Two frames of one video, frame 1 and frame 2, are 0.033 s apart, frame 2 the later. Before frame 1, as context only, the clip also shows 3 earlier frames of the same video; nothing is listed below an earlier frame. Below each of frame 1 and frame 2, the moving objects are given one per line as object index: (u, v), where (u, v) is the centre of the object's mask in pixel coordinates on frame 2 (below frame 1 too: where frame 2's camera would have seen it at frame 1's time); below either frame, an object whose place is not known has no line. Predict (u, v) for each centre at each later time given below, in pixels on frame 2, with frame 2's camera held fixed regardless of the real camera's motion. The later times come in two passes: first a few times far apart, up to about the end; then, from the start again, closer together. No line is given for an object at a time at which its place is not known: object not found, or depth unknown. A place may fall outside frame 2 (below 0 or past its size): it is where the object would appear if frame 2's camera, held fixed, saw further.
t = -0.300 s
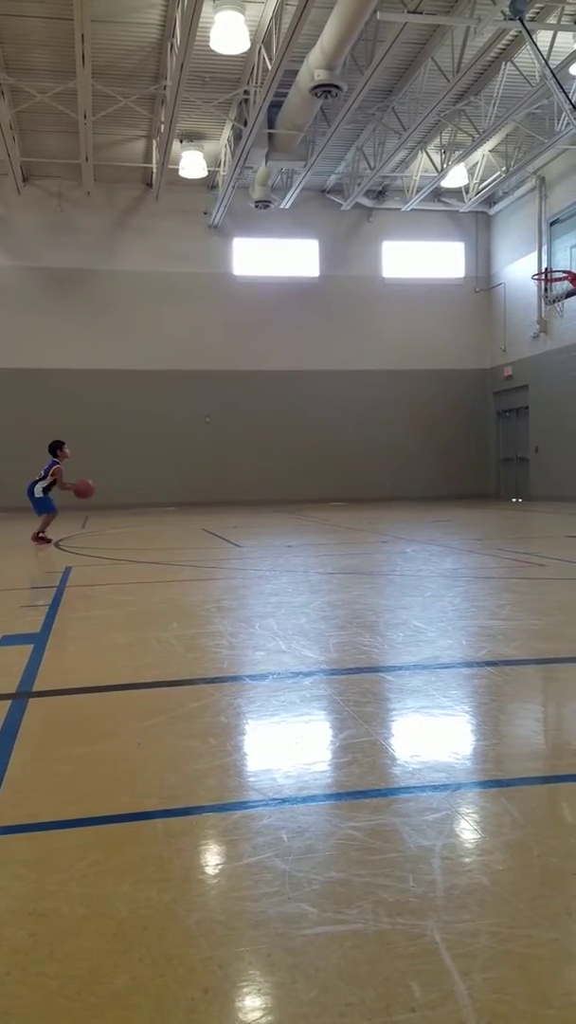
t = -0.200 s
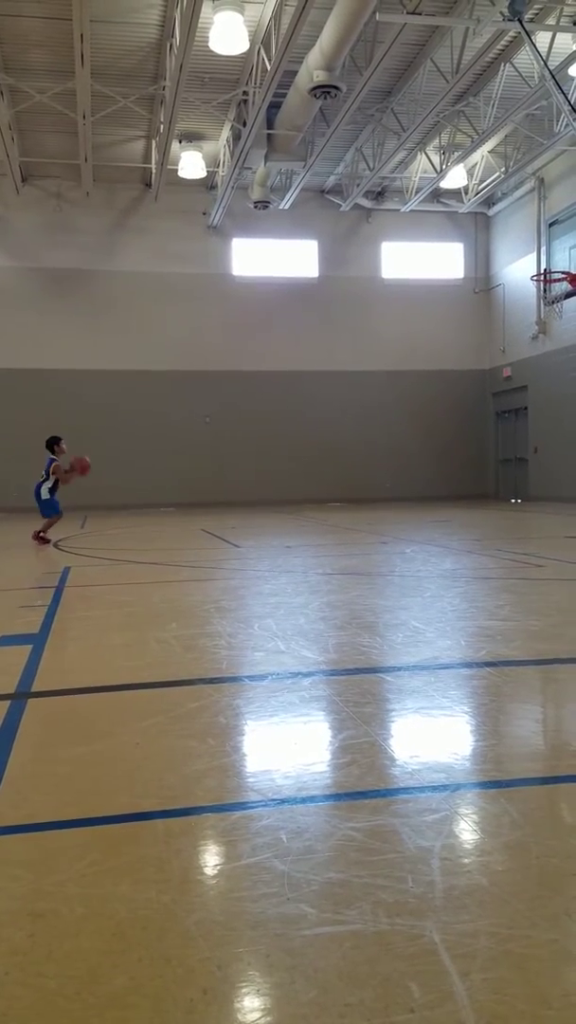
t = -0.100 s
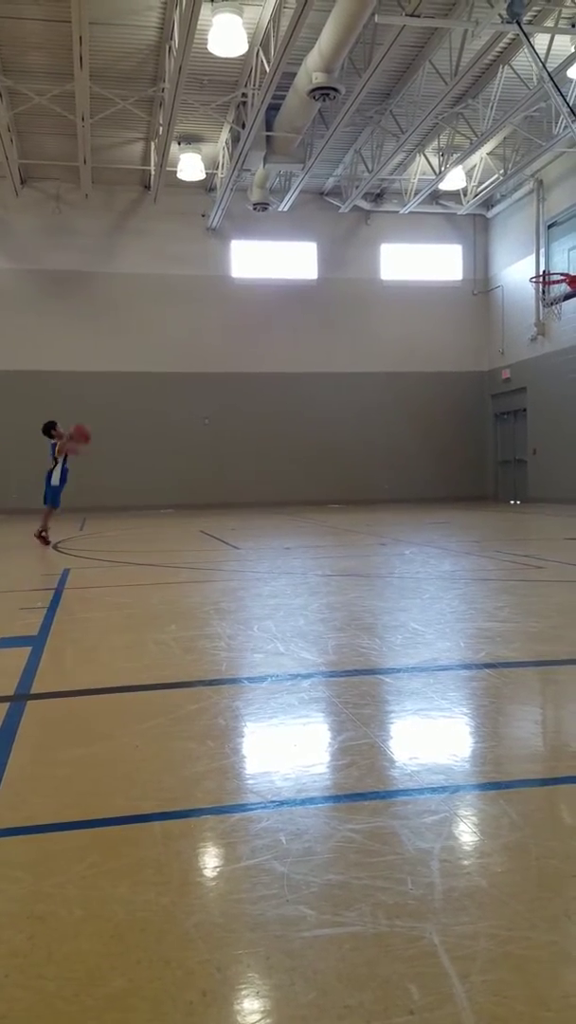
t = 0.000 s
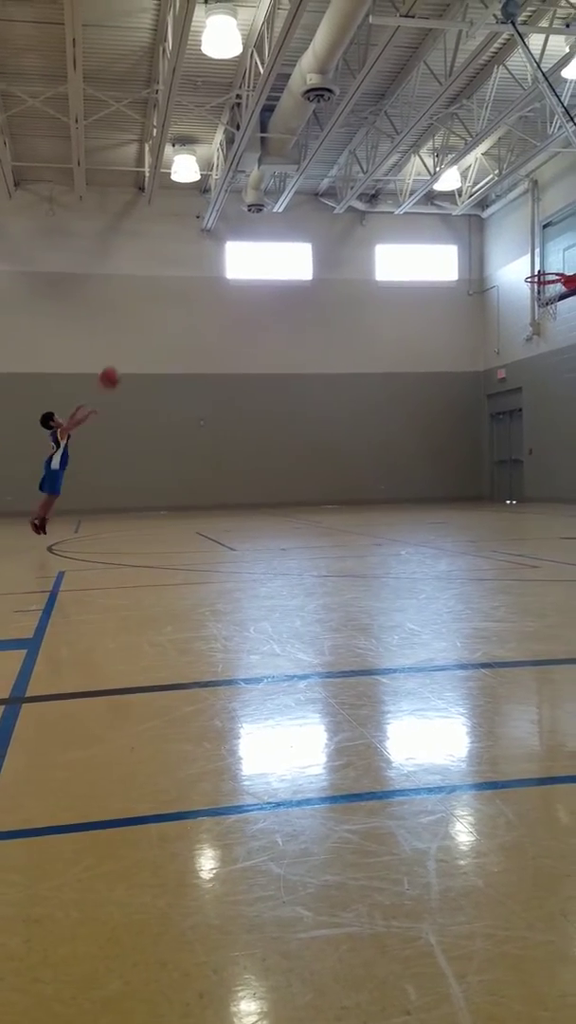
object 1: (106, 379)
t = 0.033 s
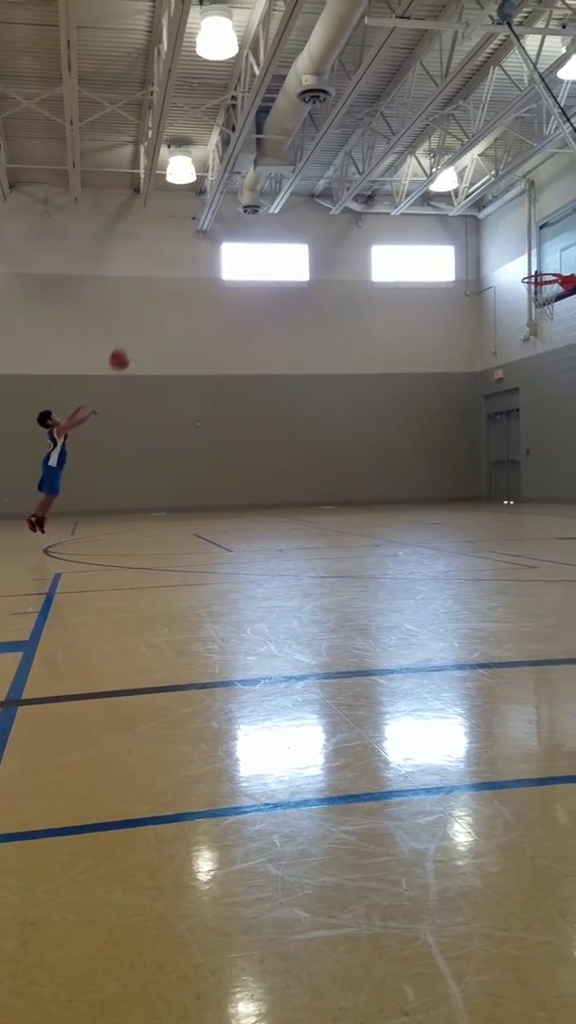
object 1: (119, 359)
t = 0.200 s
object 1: (189, 276)
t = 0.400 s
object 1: (265, 212)
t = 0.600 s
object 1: (338, 181)
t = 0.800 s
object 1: (410, 184)
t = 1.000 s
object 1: (480, 220)
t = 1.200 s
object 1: (544, 283)
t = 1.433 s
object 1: (567, 319)
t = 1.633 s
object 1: (574, 376)
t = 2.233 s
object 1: (568, 422)
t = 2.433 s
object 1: (558, 395)
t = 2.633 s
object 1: (549, 401)
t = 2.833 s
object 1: (539, 438)
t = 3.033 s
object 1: (531, 506)
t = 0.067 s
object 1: (132, 341)
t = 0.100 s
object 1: (146, 323)
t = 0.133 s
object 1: (159, 306)
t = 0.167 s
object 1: (174, 291)
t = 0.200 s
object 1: (189, 276)
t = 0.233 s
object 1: (201, 263)
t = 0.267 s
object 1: (214, 251)
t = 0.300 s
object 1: (226, 239)
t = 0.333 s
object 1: (240, 229)
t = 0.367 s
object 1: (253, 220)
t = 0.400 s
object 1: (265, 212)
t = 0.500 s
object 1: (300, 192)
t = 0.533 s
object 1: (313, 188)
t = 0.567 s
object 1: (326, 184)
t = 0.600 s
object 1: (338, 181)
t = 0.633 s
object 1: (350, 180)
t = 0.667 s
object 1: (362, 179)
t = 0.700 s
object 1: (374, 179)
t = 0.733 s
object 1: (387, 179)
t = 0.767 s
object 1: (398, 182)
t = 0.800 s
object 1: (410, 184)
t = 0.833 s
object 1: (422, 188)
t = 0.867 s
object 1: (434, 193)
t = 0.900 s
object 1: (445, 199)
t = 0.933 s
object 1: (456, 204)
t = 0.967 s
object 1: (467, 212)
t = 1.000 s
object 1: (480, 220)
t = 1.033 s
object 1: (490, 228)
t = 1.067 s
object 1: (501, 237)
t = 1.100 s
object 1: (513, 248)
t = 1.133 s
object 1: (523, 259)
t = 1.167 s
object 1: (535, 270)
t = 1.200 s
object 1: (544, 283)
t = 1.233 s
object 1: (555, 295)
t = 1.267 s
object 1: (560, 298)
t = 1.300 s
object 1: (563, 297)
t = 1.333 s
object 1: (564, 301)
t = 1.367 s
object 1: (564, 305)
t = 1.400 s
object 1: (566, 312)
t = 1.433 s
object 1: (567, 319)
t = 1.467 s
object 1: (568, 326)
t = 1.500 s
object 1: (569, 334)
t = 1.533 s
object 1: (570, 343)
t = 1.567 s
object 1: (571, 353)
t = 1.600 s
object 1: (572, 364)
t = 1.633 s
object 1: (574, 376)
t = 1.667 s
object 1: (574, 389)
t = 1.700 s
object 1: (575, 402)
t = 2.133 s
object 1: (575, 448)
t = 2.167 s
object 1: (572, 438)
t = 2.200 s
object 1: (570, 429)
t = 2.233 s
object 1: (568, 422)
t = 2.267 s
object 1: (567, 416)
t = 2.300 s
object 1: (565, 410)
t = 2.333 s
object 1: (563, 405)
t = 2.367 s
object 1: (562, 401)
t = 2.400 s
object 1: (559, 398)
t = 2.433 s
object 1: (558, 395)
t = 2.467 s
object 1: (556, 394)
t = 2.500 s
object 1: (555, 394)
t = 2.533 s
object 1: (553, 395)
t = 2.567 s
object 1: (551, 396)
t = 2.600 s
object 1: (550, 398)
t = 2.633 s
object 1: (549, 401)
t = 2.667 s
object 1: (546, 405)
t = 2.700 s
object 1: (544, 410)
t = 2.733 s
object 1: (543, 416)
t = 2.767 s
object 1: (542, 423)
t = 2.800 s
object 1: (540, 430)
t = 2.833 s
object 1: (539, 438)
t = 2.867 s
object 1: (537, 447)
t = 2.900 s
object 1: (537, 457)
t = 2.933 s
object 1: (535, 467)
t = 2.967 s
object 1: (534, 480)
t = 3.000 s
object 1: (532, 491)
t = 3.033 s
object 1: (531, 506)
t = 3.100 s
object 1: (529, 511)
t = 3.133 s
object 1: (528, 501)
